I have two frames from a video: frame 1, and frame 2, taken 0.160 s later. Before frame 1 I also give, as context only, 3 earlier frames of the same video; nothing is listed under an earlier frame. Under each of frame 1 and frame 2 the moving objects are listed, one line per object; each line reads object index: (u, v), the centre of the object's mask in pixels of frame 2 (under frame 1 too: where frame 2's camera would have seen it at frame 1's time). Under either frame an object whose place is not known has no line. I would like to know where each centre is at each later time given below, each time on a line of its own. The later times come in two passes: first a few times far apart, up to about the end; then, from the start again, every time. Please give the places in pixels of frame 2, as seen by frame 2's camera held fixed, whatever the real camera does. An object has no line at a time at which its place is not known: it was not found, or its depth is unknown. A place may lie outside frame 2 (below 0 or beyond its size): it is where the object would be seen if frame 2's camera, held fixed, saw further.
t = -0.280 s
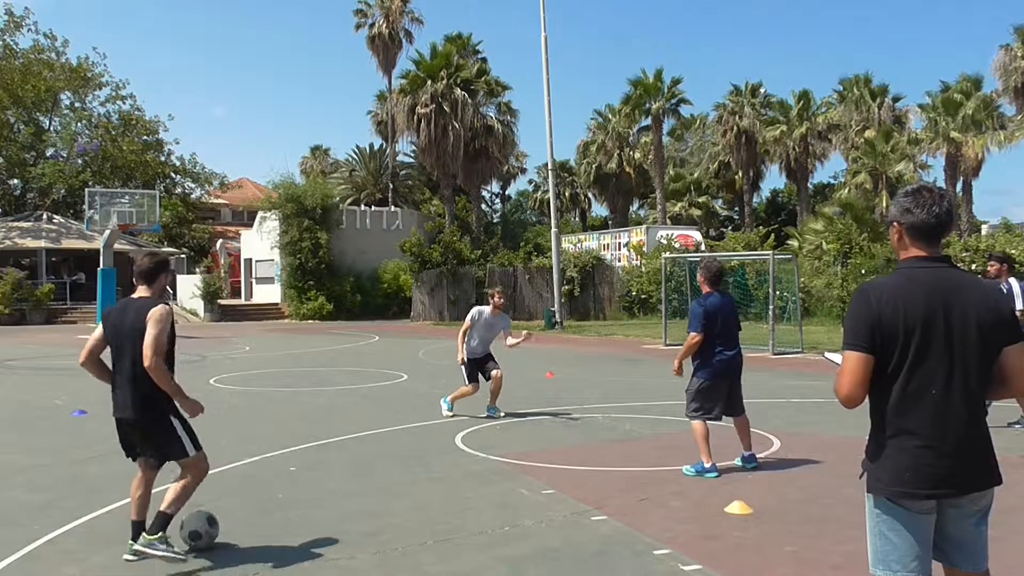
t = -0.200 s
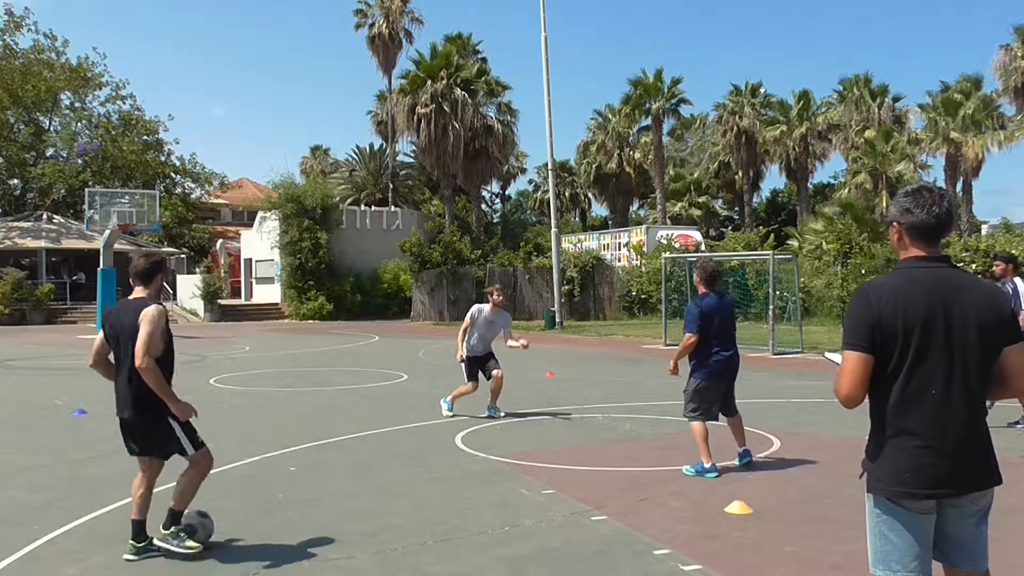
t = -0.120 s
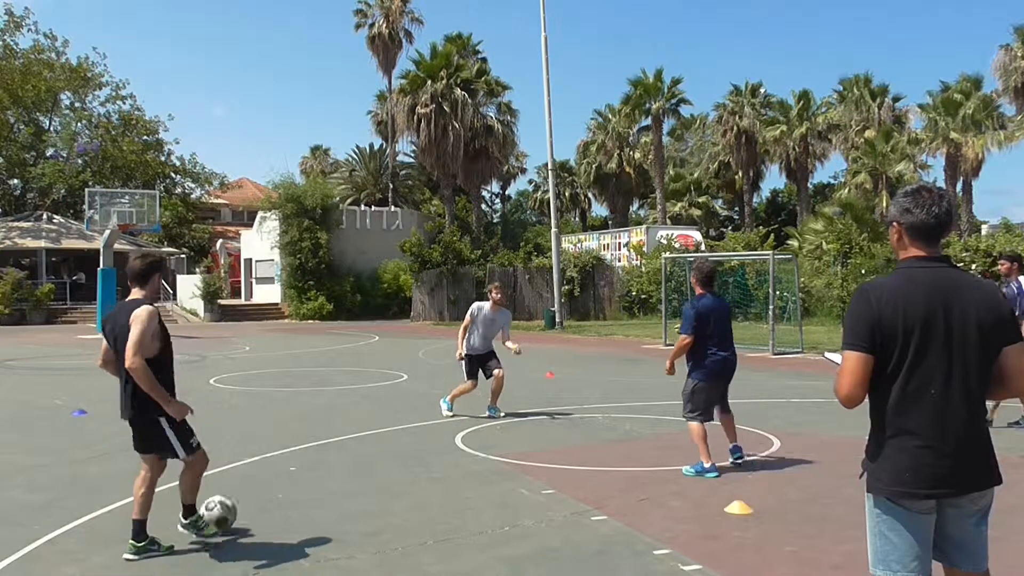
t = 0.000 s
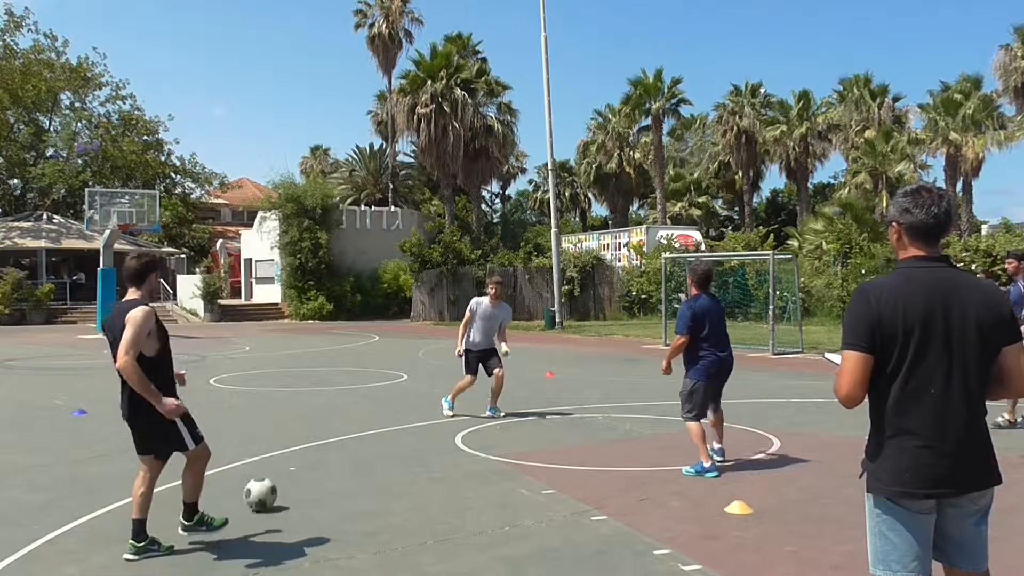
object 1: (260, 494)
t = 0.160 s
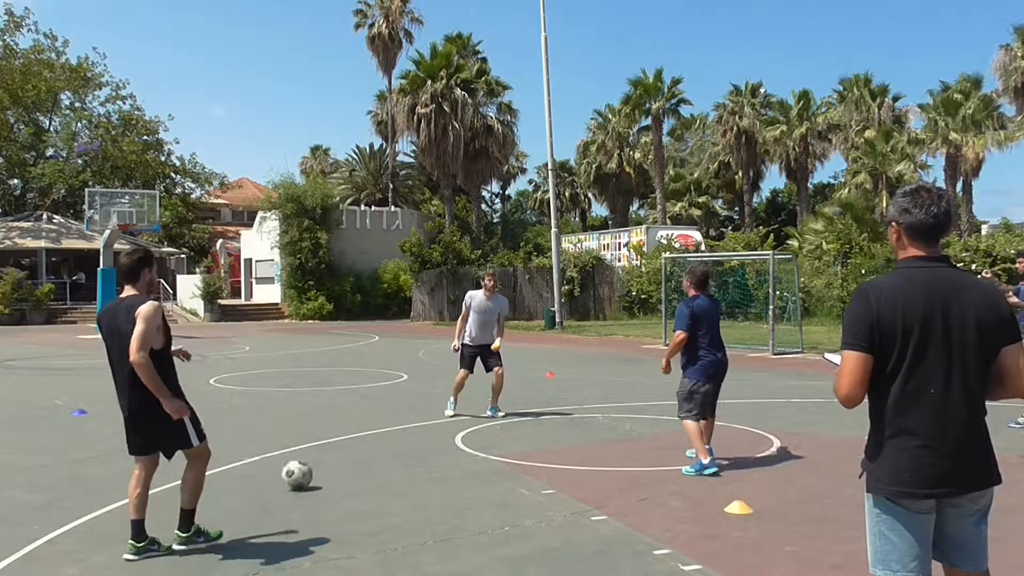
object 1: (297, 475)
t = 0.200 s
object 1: (303, 471)
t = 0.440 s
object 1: (339, 452)
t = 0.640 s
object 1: (362, 438)
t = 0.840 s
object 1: (382, 426)
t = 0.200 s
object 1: (303, 471)
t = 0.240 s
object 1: (310, 468)
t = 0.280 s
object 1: (316, 464)
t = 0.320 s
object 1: (322, 461)
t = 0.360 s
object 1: (328, 457)
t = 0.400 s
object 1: (333, 455)
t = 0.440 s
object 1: (339, 452)
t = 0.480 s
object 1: (344, 449)
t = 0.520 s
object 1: (348, 446)
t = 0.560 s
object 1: (353, 443)
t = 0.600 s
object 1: (357, 440)
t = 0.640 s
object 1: (362, 438)
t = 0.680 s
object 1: (366, 435)
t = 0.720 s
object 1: (371, 433)
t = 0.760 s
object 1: (374, 430)
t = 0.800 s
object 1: (378, 428)
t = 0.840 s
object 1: (382, 426)
